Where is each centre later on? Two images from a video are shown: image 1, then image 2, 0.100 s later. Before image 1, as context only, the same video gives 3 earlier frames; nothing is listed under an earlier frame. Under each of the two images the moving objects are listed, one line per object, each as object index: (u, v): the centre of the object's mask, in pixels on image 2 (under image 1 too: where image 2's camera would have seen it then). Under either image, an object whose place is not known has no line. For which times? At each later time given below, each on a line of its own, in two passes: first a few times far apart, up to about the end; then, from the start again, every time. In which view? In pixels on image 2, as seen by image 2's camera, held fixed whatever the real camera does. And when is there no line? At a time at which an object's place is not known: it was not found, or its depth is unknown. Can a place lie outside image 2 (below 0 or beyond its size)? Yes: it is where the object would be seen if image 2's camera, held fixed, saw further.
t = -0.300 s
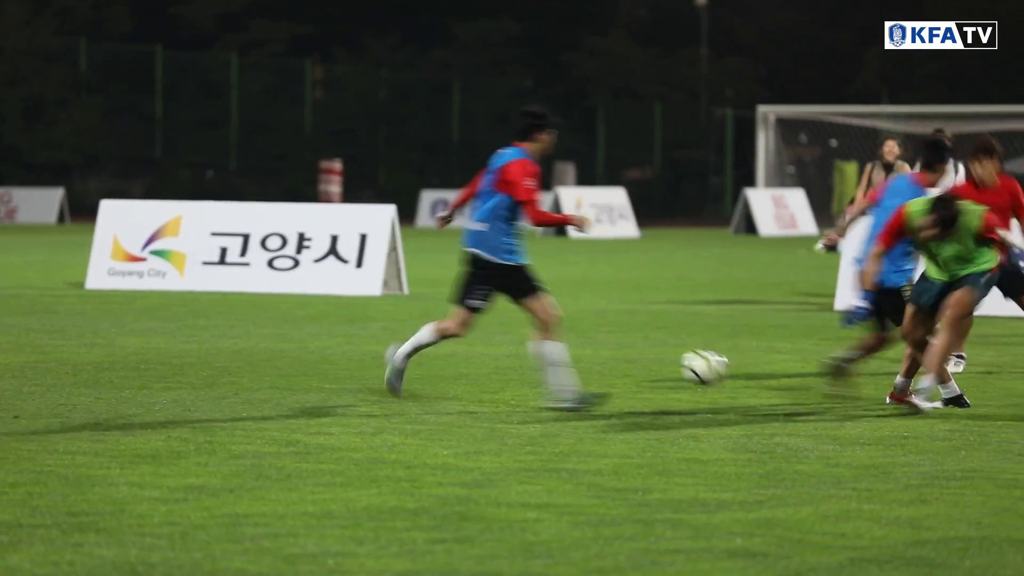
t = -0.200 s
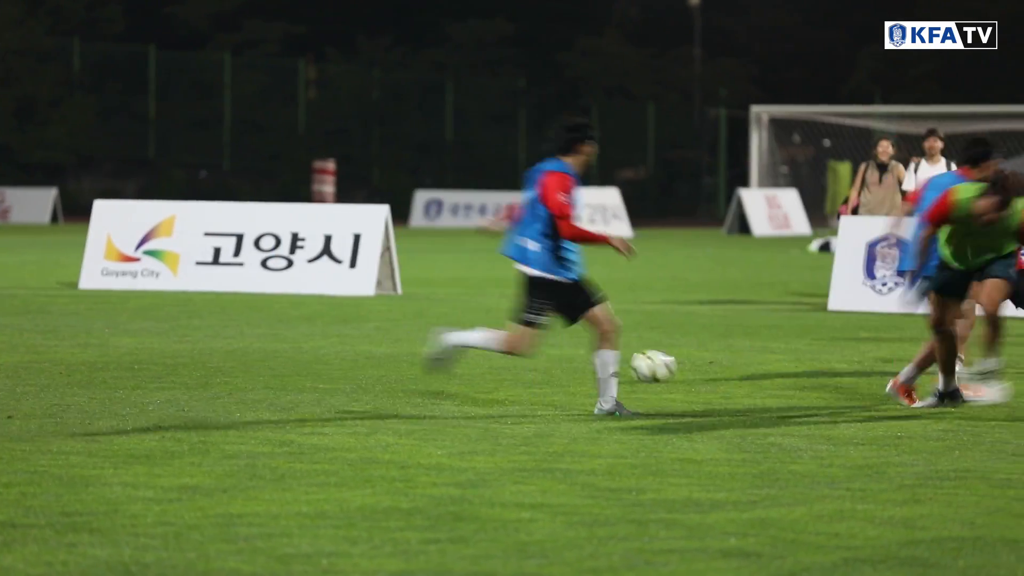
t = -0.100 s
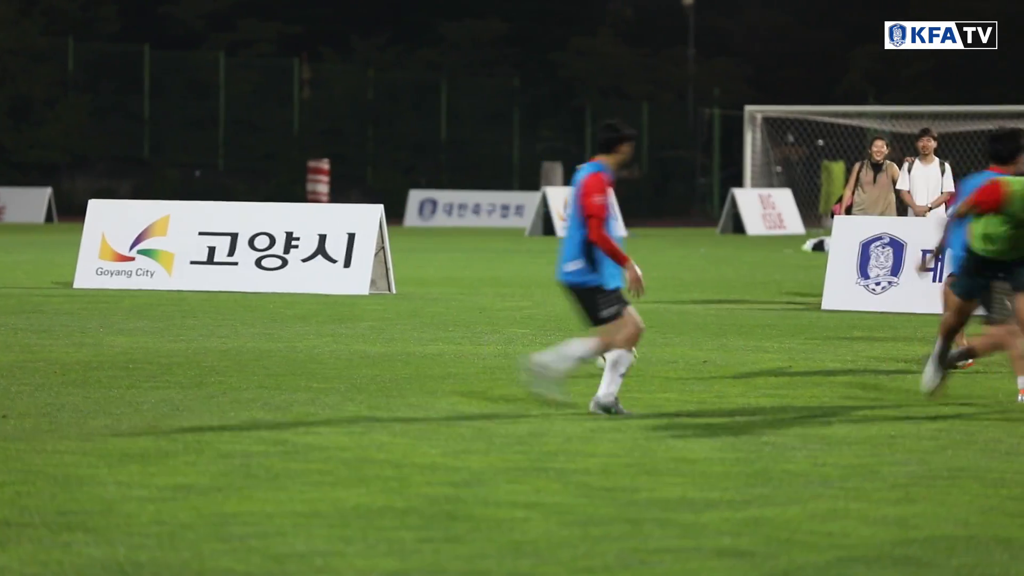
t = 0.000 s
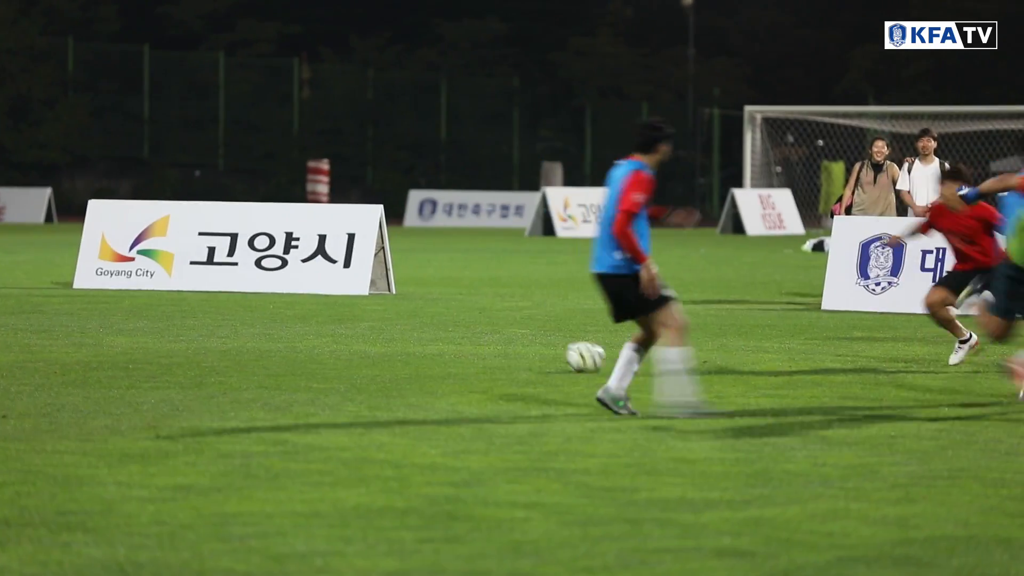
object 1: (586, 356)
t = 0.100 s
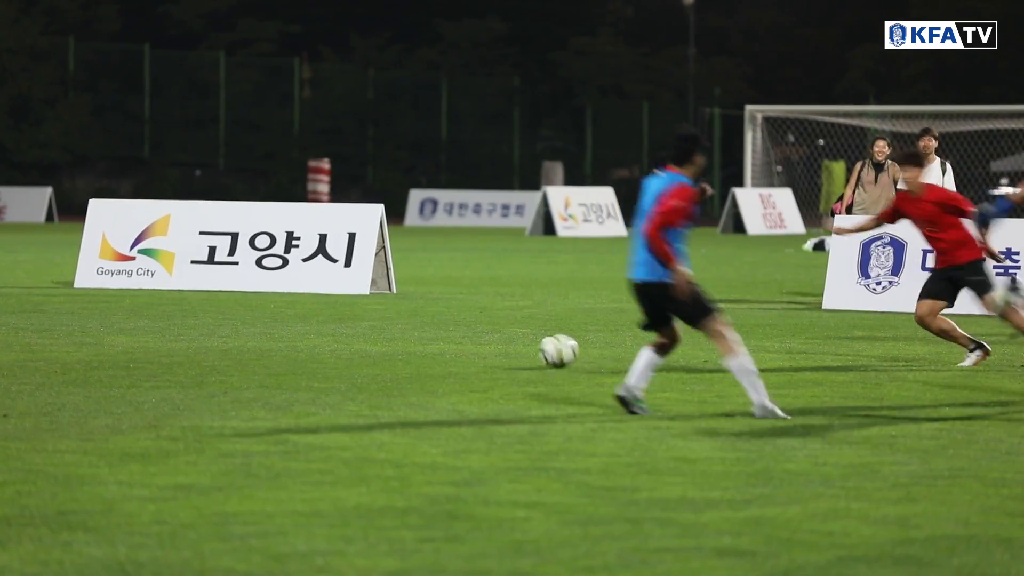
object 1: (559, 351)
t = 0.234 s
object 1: (525, 349)
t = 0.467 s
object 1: (473, 343)
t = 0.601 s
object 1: (445, 341)
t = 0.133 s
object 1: (550, 351)
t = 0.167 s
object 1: (542, 351)
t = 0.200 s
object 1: (533, 349)
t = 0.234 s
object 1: (525, 349)
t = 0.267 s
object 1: (518, 348)
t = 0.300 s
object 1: (510, 348)
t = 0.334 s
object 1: (502, 347)
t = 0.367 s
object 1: (494, 346)
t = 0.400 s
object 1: (487, 346)
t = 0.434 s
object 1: (479, 344)
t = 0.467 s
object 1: (473, 343)
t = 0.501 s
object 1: (465, 342)
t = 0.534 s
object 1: (458, 341)
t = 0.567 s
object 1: (452, 341)
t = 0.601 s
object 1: (445, 341)
